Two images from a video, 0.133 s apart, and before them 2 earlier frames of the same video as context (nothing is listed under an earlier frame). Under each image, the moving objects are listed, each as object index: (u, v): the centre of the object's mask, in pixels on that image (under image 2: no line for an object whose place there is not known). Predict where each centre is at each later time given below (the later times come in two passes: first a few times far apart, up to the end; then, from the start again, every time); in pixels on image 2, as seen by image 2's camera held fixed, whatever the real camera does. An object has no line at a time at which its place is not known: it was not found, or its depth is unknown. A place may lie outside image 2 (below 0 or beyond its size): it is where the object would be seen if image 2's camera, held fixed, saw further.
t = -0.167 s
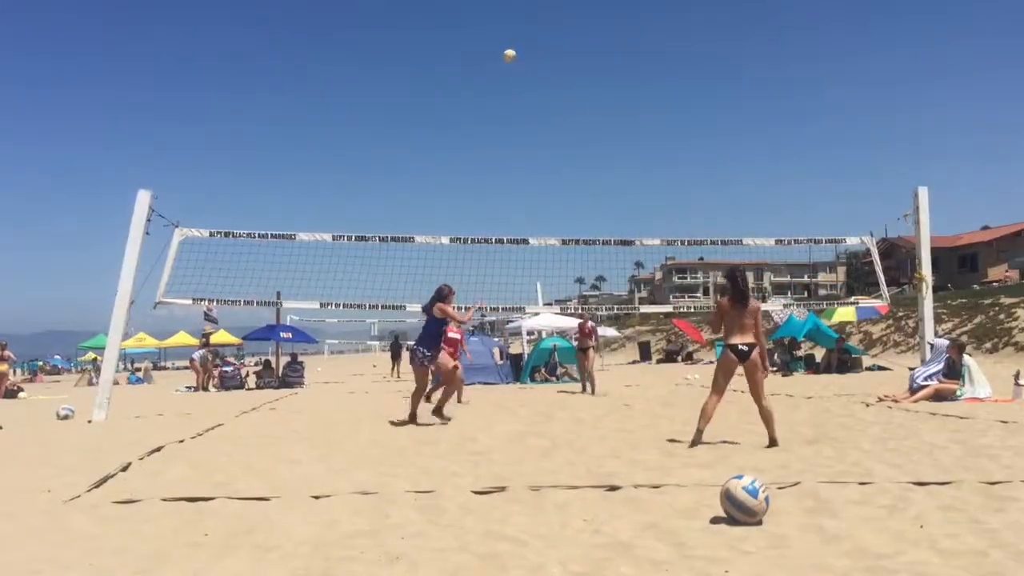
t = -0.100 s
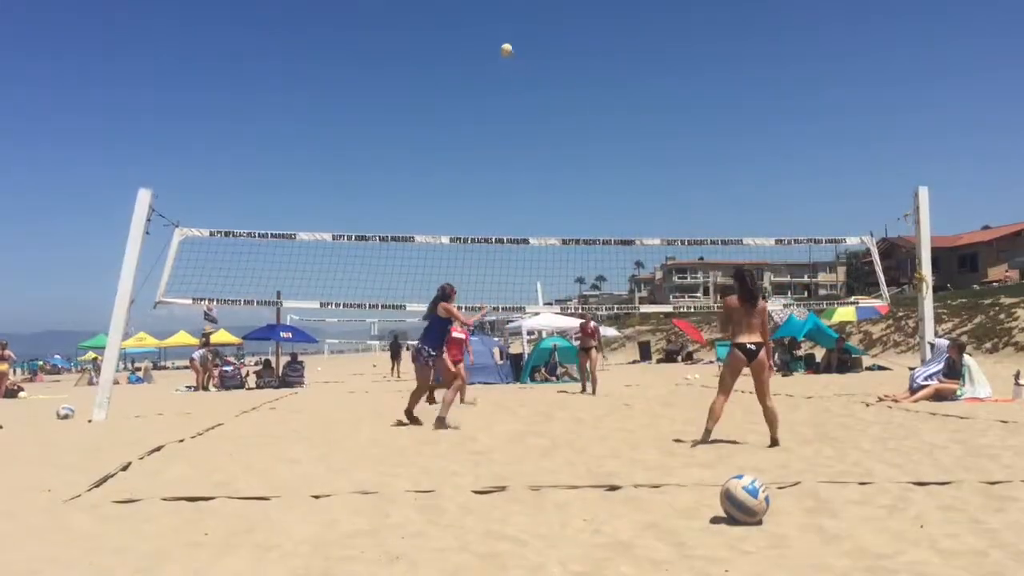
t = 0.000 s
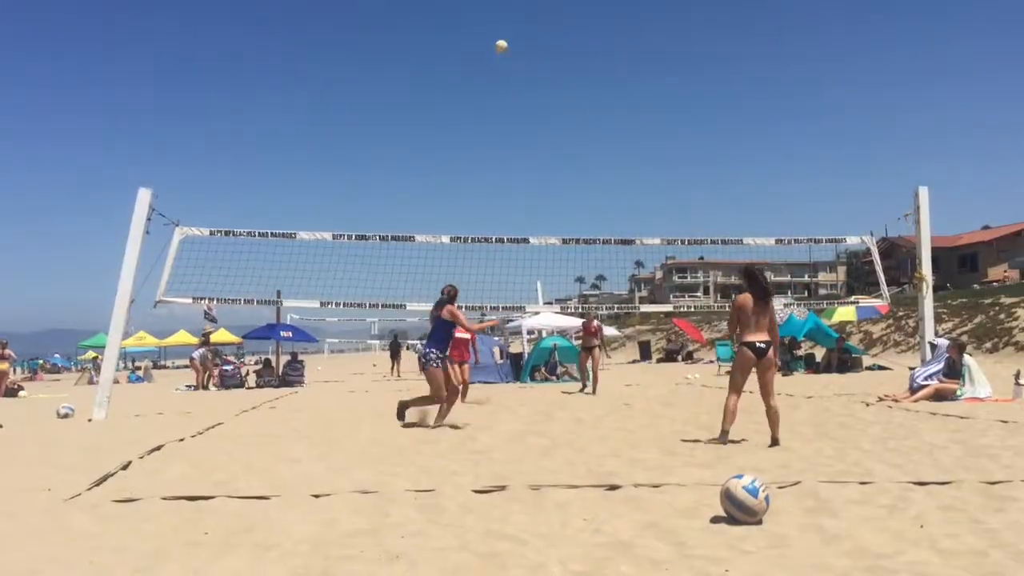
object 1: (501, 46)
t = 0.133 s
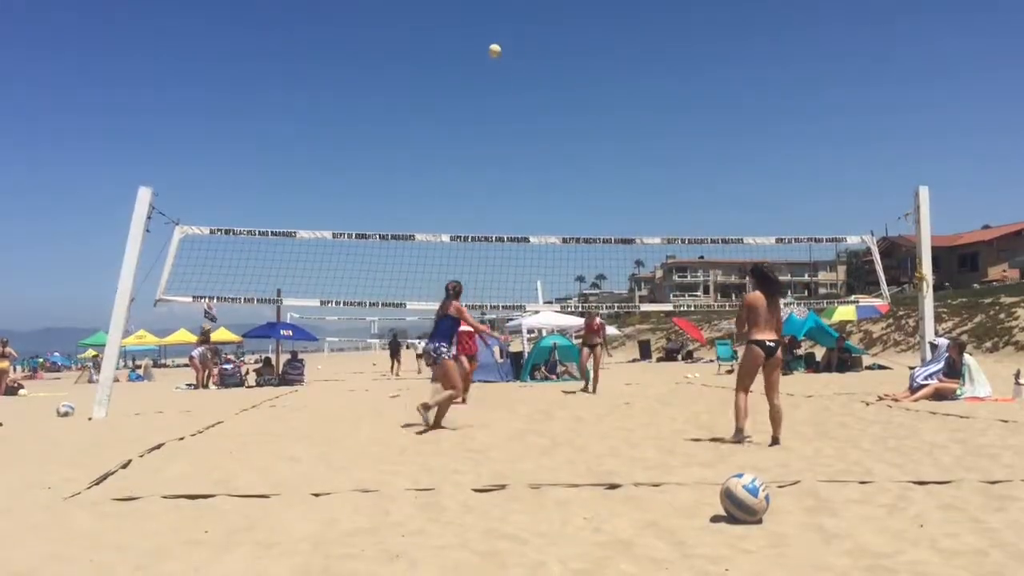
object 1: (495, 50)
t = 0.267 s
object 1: (488, 67)
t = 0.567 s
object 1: (474, 147)
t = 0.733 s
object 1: (467, 217)
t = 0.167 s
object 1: (493, 54)
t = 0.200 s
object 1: (491, 58)
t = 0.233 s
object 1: (490, 62)
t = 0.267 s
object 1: (488, 67)
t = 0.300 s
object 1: (486, 73)
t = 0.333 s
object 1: (484, 80)
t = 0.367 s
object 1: (483, 87)
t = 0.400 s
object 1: (480, 95)
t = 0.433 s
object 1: (479, 104)
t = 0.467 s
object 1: (478, 114)
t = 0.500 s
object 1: (476, 124)
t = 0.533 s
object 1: (475, 135)
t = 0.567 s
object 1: (474, 147)
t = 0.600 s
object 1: (472, 159)
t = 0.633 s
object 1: (471, 172)
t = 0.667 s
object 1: (470, 187)
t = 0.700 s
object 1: (468, 201)
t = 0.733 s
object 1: (467, 217)
